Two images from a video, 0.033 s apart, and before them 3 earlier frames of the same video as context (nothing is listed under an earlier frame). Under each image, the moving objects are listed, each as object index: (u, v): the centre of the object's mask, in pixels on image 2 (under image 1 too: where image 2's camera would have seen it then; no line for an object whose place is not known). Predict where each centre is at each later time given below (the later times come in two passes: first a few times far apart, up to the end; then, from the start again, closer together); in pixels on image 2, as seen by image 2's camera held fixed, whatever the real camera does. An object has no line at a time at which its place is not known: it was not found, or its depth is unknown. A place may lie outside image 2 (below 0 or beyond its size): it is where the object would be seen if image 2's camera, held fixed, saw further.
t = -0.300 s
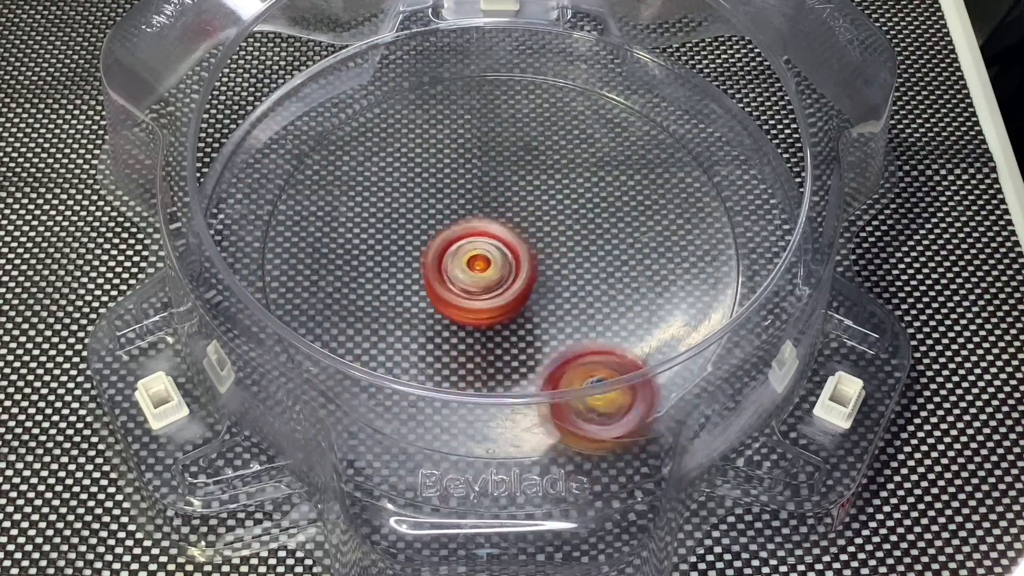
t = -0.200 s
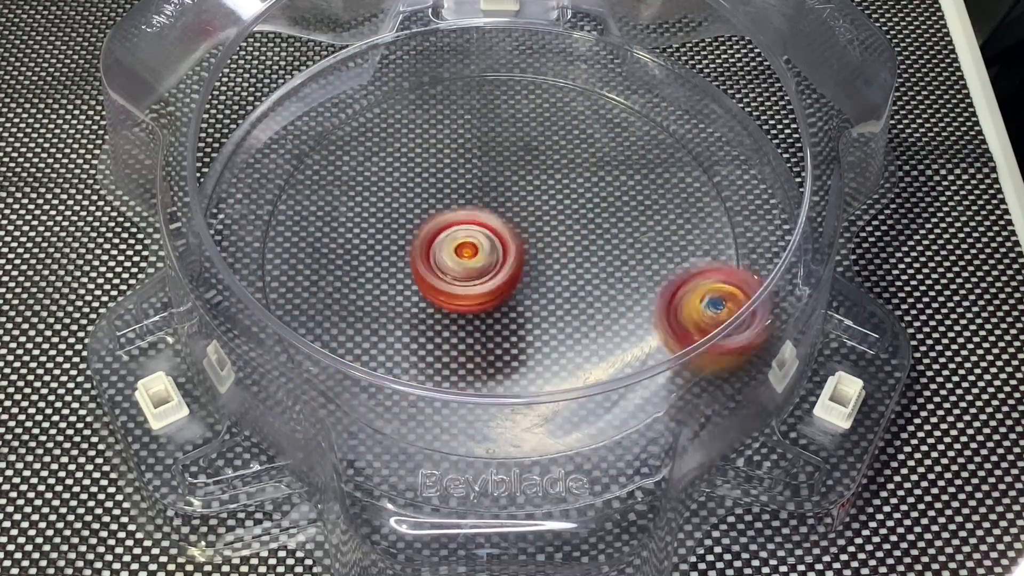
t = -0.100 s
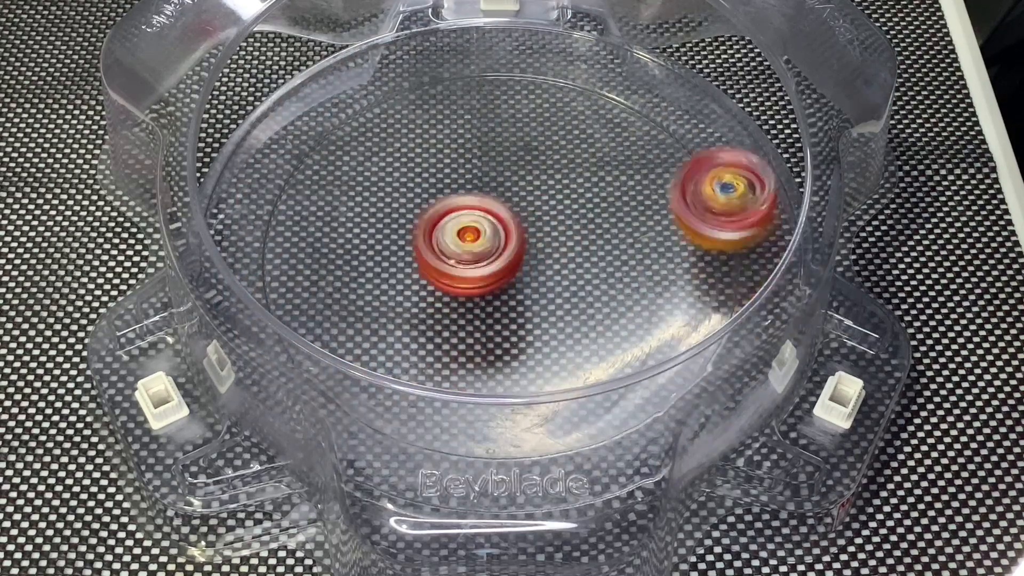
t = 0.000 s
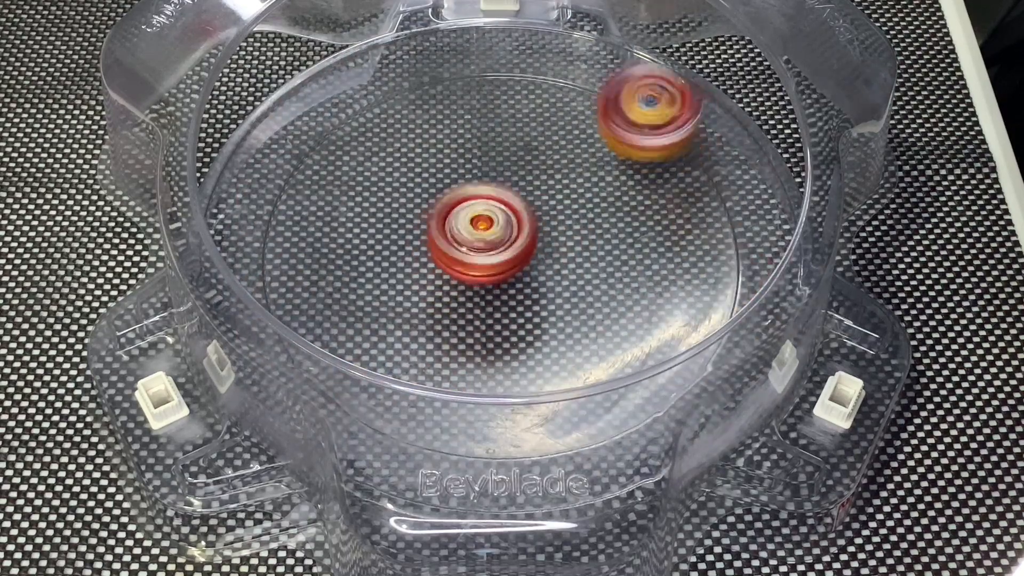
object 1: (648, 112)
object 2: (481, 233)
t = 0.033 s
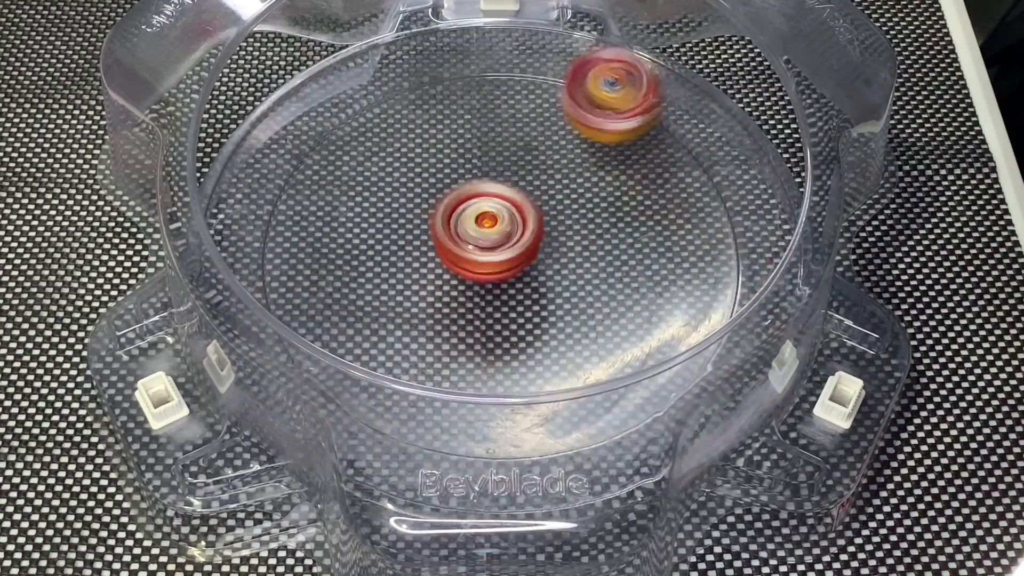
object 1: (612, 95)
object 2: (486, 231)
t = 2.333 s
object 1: (307, 252)
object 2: (499, 260)
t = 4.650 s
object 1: (482, 394)
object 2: (487, 256)
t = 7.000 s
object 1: (672, 306)
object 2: (491, 258)
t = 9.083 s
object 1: (604, 341)
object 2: (496, 260)
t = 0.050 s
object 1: (592, 89)
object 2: (490, 231)
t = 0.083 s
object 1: (550, 81)
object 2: (494, 229)
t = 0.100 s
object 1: (527, 79)
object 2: (497, 230)
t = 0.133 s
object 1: (484, 81)
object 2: (502, 230)
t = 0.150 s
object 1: (464, 84)
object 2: (505, 231)
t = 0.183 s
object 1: (423, 96)
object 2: (509, 232)
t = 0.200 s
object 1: (404, 105)
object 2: (512, 234)
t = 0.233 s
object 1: (368, 125)
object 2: (514, 236)
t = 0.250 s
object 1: (351, 137)
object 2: (515, 238)
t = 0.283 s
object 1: (322, 166)
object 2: (517, 240)
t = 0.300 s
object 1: (310, 182)
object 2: (517, 242)
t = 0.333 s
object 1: (293, 215)
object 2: (517, 245)
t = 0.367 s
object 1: (284, 252)
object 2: (516, 248)
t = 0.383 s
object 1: (287, 268)
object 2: (516, 250)
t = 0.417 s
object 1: (293, 304)
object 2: (513, 253)
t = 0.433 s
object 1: (298, 322)
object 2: (513, 254)
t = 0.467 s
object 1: (326, 353)
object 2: (509, 257)
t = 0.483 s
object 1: (346, 372)
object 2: (508, 258)
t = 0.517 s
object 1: (385, 401)
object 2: (504, 260)
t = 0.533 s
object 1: (407, 410)
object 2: (502, 261)
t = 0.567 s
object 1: (457, 421)
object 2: (498, 262)
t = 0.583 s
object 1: (482, 424)
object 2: (496, 262)
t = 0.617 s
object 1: (532, 421)
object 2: (491, 262)
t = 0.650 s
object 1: (577, 413)
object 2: (487, 261)
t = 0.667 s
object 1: (599, 401)
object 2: (485, 260)
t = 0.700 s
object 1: (636, 377)
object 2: (482, 259)
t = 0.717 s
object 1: (650, 362)
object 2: (481, 257)
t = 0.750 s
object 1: (675, 329)
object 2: (480, 255)
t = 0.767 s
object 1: (681, 310)
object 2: (480, 253)
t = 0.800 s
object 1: (692, 276)
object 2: (480, 251)
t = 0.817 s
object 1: (693, 257)
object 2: (481, 249)
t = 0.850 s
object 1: (688, 221)
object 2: (481, 246)
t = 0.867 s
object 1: (681, 204)
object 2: (482, 245)
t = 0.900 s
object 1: (662, 171)
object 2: (485, 243)
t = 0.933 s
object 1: (636, 143)
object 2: (487, 241)
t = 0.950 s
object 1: (621, 130)
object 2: (489, 240)
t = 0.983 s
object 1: (588, 109)
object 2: (490, 239)
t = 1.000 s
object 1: (569, 100)
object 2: (492, 238)
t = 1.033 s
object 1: (528, 87)
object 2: (494, 238)
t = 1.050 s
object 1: (508, 83)
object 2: (496, 237)
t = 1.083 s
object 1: (466, 79)
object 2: (498, 236)
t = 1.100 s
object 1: (446, 79)
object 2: (498, 236)
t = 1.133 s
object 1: (407, 86)
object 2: (502, 236)
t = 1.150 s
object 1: (387, 91)
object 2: (502, 236)
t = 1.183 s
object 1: (351, 107)
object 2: (505, 236)
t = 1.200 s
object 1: (335, 117)
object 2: (506, 237)
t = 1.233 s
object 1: (309, 139)
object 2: (508, 237)
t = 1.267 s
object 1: (289, 168)
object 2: (511, 238)
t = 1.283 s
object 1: (283, 185)
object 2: (512, 239)
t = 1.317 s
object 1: (274, 220)
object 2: (513, 240)
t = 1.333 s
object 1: (275, 238)
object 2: (515, 241)
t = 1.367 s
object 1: (286, 269)
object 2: (516, 242)
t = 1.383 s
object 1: (295, 282)
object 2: (518, 244)
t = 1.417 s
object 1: (312, 319)
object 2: (519, 246)
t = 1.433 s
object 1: (327, 335)
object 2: (519, 247)
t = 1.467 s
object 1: (360, 361)
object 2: (518, 250)
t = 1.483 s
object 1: (378, 371)
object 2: (518, 250)
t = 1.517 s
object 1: (422, 387)
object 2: (517, 253)
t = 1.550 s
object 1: (472, 393)
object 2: (515, 255)
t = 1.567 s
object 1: (496, 393)
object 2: (514, 255)
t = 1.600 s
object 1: (543, 389)
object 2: (510, 257)
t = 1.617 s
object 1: (566, 383)
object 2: (508, 258)
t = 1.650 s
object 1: (608, 365)
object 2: (506, 258)
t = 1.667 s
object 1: (627, 354)
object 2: (504, 259)
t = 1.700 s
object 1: (657, 320)
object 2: (501, 259)
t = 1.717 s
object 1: (672, 306)
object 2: (500, 259)
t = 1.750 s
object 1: (692, 277)
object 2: (498, 259)
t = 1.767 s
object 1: (698, 260)
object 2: (498, 259)
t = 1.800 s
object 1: (702, 224)
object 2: (496, 258)
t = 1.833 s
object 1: (696, 189)
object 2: (494, 257)
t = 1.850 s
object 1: (691, 172)
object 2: (494, 257)
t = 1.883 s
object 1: (674, 141)
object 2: (493, 256)
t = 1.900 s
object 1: (663, 128)
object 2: (493, 255)
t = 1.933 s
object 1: (636, 104)
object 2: (493, 255)
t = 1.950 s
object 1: (621, 93)
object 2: (492, 254)
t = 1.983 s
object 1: (587, 78)
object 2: (493, 253)
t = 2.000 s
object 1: (569, 72)
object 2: (493, 253)
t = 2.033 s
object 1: (530, 66)
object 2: (494, 253)
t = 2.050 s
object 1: (512, 65)
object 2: (495, 253)
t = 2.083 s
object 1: (474, 68)
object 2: (496, 254)
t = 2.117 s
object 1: (437, 75)
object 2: (497, 254)
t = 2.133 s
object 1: (419, 83)
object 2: (498, 255)
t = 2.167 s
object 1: (387, 101)
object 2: (499, 255)
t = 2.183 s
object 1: (373, 112)
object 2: (499, 255)
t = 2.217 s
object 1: (347, 138)
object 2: (501, 257)
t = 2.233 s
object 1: (335, 151)
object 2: (500, 258)
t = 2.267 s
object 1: (318, 183)
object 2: (500, 259)
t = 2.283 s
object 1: (312, 200)
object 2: (500, 259)
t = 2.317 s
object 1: (307, 234)
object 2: (500, 260)
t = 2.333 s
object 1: (307, 252)
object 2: (499, 260)
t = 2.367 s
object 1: (316, 285)
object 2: (498, 260)
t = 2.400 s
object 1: (337, 312)
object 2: (498, 260)
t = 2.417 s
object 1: (343, 333)
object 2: (497, 259)
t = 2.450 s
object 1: (371, 363)
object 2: (496, 259)
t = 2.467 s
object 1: (387, 375)
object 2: (495, 259)
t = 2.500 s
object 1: (426, 397)
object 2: (495, 257)
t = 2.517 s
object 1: (447, 404)
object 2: (495, 257)
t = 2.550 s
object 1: (492, 416)
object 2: (495, 257)
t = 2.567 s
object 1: (516, 417)
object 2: (496, 256)
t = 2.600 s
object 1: (563, 414)
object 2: (496, 256)
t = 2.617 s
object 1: (586, 410)
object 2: (497, 255)
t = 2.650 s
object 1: (627, 397)
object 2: (498, 255)
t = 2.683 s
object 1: (662, 373)
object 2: (499, 256)
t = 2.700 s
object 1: (677, 357)
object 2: (498, 256)
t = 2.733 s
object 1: (700, 326)
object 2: (499, 256)
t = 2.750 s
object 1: (707, 310)
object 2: (500, 257)
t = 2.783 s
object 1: (713, 274)
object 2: (501, 258)
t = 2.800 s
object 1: (716, 260)
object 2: (501, 258)
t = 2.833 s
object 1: (713, 228)
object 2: (501, 259)
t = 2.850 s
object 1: (708, 213)
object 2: (500, 259)
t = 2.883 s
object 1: (691, 184)
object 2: (499, 259)
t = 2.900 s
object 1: (680, 171)
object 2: (499, 260)
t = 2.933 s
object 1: (655, 147)
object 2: (499, 260)
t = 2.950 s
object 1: (641, 136)
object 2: (498, 260)
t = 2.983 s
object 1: (608, 118)
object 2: (497, 260)
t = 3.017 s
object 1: (573, 104)
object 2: (495, 260)
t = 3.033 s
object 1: (555, 100)
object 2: (494, 259)
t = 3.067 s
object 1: (517, 93)
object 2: (493, 258)
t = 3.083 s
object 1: (498, 93)
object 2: (492, 258)
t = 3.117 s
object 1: (460, 94)
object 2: (491, 257)
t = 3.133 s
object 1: (440, 97)
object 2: (492, 256)
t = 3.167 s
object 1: (403, 106)
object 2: (490, 255)
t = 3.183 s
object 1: (386, 112)
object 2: (490, 254)
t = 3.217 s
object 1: (353, 129)
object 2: (490, 252)
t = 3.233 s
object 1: (338, 139)
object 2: (491, 252)
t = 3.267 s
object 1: (312, 163)
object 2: (492, 251)
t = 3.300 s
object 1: (292, 189)
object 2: (494, 251)
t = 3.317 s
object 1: (284, 204)
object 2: (495, 251)
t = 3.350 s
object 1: (275, 236)
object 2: (497, 252)
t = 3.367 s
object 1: (276, 250)
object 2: (497, 252)
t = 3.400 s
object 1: (280, 283)
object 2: (498, 253)
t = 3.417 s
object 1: (285, 300)
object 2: (499, 254)
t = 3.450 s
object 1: (306, 331)
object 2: (501, 255)
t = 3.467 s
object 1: (320, 347)
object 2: (501, 255)
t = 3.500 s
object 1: (351, 374)
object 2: (502, 257)
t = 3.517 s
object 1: (371, 384)
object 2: (501, 258)
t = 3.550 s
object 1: (407, 401)
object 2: (501, 260)
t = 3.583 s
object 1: (452, 409)
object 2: (500, 261)
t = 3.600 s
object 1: (473, 408)
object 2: (500, 261)
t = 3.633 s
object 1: (518, 404)
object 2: (498, 262)
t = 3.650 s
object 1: (540, 404)
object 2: (497, 261)
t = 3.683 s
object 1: (580, 385)
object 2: (495, 262)
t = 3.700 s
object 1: (598, 377)
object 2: (494, 262)
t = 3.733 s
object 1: (629, 353)
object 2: (492, 262)
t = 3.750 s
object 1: (643, 339)
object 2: (491, 261)
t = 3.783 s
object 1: (663, 308)
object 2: (489, 260)
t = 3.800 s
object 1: (673, 295)
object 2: (488, 260)
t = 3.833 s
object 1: (684, 264)
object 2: (486, 258)
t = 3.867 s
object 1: (686, 233)
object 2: (485, 256)
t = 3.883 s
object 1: (684, 216)
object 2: (486, 255)
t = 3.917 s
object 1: (675, 187)
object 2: (486, 254)
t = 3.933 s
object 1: (669, 171)
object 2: (486, 253)
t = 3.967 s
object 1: (652, 145)
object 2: (488, 251)
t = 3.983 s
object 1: (641, 133)
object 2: (489, 251)
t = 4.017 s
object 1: (616, 110)
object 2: (491, 249)
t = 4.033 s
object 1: (602, 100)
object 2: (491, 249)
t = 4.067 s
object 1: (570, 83)
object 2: (494, 248)
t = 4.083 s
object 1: (553, 77)
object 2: (495, 249)
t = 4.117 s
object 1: (518, 70)
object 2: (497, 249)
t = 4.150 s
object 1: (480, 69)
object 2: (499, 250)
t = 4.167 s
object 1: (462, 70)
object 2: (500, 250)
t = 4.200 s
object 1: (430, 78)
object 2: (501, 252)
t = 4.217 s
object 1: (413, 83)
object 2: (501, 253)
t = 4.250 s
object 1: (382, 99)
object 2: (502, 254)
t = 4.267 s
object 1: (369, 109)
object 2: (502, 255)
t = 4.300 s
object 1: (346, 131)
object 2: (502, 257)
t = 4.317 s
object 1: (335, 145)
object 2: (502, 258)
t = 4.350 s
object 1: (318, 173)
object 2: (502, 259)
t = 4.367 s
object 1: (313, 187)
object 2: (501, 260)
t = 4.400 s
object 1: (308, 218)
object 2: (500, 261)
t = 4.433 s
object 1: (310, 251)
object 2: (499, 262)
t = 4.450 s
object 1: (314, 267)
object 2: (497, 262)
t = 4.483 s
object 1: (328, 297)
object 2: (494, 263)
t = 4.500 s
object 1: (340, 309)
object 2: (494, 263)
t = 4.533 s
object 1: (366, 328)
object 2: (492, 262)
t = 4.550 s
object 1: (375, 347)
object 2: (489, 261)
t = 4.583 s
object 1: (407, 368)
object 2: (488, 259)
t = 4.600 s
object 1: (424, 375)
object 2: (488, 259)
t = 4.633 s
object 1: (461, 388)
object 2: (488, 257)
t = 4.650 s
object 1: (482, 394)
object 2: (487, 256)
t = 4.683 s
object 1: (524, 393)
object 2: (487, 254)
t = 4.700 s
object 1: (543, 393)
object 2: (488, 253)
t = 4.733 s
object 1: (585, 388)
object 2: (490, 251)
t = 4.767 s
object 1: (622, 373)
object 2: (492, 250)
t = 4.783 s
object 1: (638, 364)
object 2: (492, 249)
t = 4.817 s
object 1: (667, 340)
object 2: (494, 249)
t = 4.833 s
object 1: (679, 327)
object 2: (496, 249)
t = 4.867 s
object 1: (695, 293)
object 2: (498, 249)
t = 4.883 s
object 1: (701, 281)
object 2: (498, 249)
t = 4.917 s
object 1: (708, 255)
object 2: (500, 249)
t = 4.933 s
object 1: (708, 240)
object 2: (501, 250)
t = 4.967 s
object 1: (701, 212)
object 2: (503, 251)
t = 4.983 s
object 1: (695, 198)
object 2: (503, 251)
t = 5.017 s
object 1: (677, 171)
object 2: (504, 253)
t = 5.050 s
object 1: (653, 149)
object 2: (505, 255)
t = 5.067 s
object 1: (638, 139)
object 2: (506, 255)
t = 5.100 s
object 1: (610, 124)
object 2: (506, 257)
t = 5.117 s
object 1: (594, 117)
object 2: (506, 258)
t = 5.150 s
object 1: (559, 107)
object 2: (505, 260)
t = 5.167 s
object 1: (544, 104)
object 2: (505, 260)
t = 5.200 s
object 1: (507, 101)
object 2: (504, 261)
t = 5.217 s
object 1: (489, 102)
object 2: (504, 263)
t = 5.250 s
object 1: (457, 107)
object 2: (502, 264)
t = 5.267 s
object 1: (440, 110)
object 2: (501, 264)
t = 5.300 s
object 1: (408, 120)
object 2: (499, 265)
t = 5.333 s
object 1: (380, 135)
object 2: (497, 265)
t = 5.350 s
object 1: (366, 144)
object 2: (497, 265)
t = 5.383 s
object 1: (343, 164)
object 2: (495, 264)
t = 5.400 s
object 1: (332, 174)
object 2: (494, 264)
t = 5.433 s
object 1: (314, 199)
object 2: (493, 262)
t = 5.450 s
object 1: (307, 214)
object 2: (492, 260)
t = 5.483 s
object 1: (300, 241)
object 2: (492, 258)
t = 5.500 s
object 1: (299, 256)
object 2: (492, 258)
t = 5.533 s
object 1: (305, 283)
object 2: (492, 256)
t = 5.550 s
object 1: (313, 296)
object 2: (491, 254)
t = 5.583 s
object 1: (324, 328)
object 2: (491, 253)
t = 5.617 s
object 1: (346, 352)
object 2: (493, 252)
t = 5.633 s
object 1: (362, 364)
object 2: (494, 252)
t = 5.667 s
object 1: (395, 379)
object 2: (495, 251)
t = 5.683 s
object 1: (408, 393)
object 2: (495, 251)
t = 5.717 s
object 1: (451, 400)
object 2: (497, 251)
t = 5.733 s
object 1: (470, 403)
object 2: (498, 251)
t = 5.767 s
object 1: (511, 395)
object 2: (499, 252)
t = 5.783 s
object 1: (532, 394)
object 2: (500, 252)
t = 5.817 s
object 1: (569, 383)
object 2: (501, 254)
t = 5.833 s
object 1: (586, 374)
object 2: (501, 254)
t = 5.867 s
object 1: (617, 352)
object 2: (502, 255)
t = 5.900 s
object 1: (639, 324)
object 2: (503, 256)
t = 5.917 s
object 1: (649, 315)
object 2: (504, 257)
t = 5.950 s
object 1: (665, 289)
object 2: (504, 258)
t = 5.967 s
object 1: (668, 273)
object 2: (504, 259)
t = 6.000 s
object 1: (671, 243)
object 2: (503, 260)
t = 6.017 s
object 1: (671, 228)
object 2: (503, 260)
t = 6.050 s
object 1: (664, 202)
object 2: (501, 261)
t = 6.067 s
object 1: (659, 188)
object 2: (500, 261)
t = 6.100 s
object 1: (644, 162)
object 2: (499, 262)
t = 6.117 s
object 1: (634, 151)
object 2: (498, 262)
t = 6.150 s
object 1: (613, 131)
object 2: (496, 262)
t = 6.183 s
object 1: (588, 112)
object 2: (495, 262)
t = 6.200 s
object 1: (574, 104)
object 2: (493, 261)
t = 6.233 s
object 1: (543, 93)
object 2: (491, 259)
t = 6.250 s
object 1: (528, 90)
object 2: (491, 259)
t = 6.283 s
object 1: (496, 86)
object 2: (491, 257)
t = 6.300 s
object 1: (481, 85)
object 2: (490, 257)
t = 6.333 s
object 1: (447, 89)
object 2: (490, 255)
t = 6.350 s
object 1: (431, 93)
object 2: (490, 253)
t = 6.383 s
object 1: (402, 105)
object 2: (490, 252)
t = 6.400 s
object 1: (388, 112)
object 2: (490, 252)
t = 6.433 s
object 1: (363, 131)
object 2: (493, 251)
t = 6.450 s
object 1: (353, 142)
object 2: (493, 251)
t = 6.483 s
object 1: (336, 166)
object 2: (495, 251)
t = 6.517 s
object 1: (324, 194)
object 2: (496, 251)
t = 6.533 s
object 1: (321, 209)
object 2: (496, 252)
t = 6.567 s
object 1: (321, 236)
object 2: (498, 252)
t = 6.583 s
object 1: (323, 251)
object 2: (499, 253)
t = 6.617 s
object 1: (332, 281)
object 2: (501, 254)
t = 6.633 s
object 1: (340, 296)
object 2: (501, 255)
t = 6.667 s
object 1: (363, 317)
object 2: (502, 256)
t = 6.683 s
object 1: (373, 325)
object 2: (501, 256)
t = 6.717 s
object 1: (402, 343)
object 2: (501, 258)
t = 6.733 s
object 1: (416, 359)
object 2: (502, 258)
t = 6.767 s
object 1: (451, 371)
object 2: (502, 259)
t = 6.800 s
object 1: (485, 379)
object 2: (500, 260)
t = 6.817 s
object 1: (506, 382)
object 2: (500, 261)
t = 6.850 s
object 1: (543, 380)
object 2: (498, 261)
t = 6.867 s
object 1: (562, 377)
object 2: (497, 262)
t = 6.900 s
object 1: (596, 366)
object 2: (496, 262)
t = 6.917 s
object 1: (613, 360)
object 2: (494, 261)
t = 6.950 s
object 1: (641, 341)
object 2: (491, 260)
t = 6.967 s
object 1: (649, 323)
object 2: (492, 260)
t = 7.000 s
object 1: (672, 306)
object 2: (491, 258)
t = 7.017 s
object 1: (680, 294)
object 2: (490, 257)
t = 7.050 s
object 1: (688, 268)
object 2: (490, 255)
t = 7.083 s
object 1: (689, 241)
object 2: (490, 254)
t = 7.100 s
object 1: (687, 228)
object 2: (491, 253)
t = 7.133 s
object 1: (677, 201)
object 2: (492, 252)
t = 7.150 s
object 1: (670, 189)
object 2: (492, 251)
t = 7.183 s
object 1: (651, 168)
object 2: (493, 251)
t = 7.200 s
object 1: (639, 157)
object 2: (495, 251)
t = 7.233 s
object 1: (612, 139)
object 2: (497, 251)
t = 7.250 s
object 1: (597, 133)
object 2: (497, 251)
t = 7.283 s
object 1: (568, 123)
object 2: (499, 252)
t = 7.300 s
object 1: (551, 118)
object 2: (499, 253)
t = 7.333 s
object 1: (517, 115)
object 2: (501, 254)
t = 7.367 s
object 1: (485, 116)
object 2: (502, 255)
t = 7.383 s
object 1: (468, 117)
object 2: (502, 255)
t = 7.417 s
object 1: (437, 124)
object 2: (503, 257)
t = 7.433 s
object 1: (422, 130)
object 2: (504, 257)
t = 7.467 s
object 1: (394, 143)
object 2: (503, 259)
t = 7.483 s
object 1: (381, 152)
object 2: (504, 260)
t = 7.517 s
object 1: (357, 170)
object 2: (503, 261)
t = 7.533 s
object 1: (348, 180)
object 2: (502, 262)
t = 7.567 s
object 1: (331, 205)
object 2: (500, 262)
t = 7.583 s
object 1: (324, 218)
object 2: (499, 263)
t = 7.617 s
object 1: (318, 242)
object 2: (498, 262)
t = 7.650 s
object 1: (317, 271)
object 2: (496, 262)
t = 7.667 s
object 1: (319, 285)
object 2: (494, 261)
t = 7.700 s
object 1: (334, 305)
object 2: (493, 261)
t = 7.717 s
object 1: (338, 320)
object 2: (493, 259)
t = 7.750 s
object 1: (360, 342)
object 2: (491, 258)
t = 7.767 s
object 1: (372, 352)
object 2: (491, 257)
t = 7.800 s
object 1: (399, 368)
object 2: (492, 255)
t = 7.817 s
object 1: (416, 377)
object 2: (492, 255)
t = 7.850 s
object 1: (451, 385)
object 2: (492, 254)
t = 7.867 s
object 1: (470, 386)
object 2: (492, 253)
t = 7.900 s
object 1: (506, 387)
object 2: (494, 252)
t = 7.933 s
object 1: (539, 379)
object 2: (495, 252)
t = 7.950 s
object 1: (556, 372)
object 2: (496, 252)
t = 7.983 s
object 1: (585, 349)
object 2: (498, 252)
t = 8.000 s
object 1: (599, 342)
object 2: (498, 252)
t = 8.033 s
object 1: (622, 326)
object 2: (499, 253)
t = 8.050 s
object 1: (633, 318)
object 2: (501, 253)
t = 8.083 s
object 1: (648, 293)
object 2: (501, 254)
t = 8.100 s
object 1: (652, 280)
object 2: (502, 255)
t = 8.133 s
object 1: (657, 255)
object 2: (503, 256)
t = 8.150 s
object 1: (657, 241)
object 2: (504, 257)
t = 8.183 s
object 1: (652, 215)
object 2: (504, 258)
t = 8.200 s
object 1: (648, 202)
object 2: (503, 259)
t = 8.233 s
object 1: (638, 178)
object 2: (504, 260)
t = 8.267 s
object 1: (620, 156)
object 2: (502, 262)
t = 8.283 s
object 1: (611, 147)
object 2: (501, 262)
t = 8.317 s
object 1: (588, 129)
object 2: (501, 263)
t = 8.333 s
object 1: (575, 121)
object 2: (499, 264)
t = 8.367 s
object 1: (548, 109)
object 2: (498, 265)
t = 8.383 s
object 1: (533, 105)
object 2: (498, 264)
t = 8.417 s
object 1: (503, 99)
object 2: (495, 263)
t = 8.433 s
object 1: (488, 99)
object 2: (495, 263)
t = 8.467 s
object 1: (459, 101)
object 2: (494, 261)
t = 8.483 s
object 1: (443, 104)
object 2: (493, 261)
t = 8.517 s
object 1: (416, 113)
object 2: (493, 259)
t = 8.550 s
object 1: (392, 127)
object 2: (492, 257)
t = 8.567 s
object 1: (380, 135)
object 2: (493, 256)
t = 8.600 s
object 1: (362, 154)
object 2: (495, 255)
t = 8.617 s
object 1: (353, 166)
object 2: (496, 255)
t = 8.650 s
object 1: (343, 187)
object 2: (497, 254)
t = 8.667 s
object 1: (337, 200)
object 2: (498, 254)
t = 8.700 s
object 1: (333, 228)
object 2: (499, 254)
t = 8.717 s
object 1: (335, 240)
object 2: (499, 254)
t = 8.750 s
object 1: (339, 267)
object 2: (502, 254)
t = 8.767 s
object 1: (345, 280)
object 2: (502, 255)
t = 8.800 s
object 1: (359, 303)
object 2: (503, 256)
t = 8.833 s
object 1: (380, 325)
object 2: (505, 257)
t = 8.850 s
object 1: (393, 331)
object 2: (504, 258)
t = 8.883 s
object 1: (419, 344)
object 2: (505, 259)
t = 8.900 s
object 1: (434, 350)
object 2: (504, 259)
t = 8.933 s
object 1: (465, 365)
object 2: (504, 261)
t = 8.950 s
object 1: (479, 368)
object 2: (504, 261)
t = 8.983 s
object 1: (513, 371)
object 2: (500, 262)
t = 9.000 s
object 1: (531, 371)
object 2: (500, 262)
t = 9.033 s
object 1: (561, 366)
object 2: (498, 262)
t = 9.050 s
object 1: (579, 362)
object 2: (497, 262)
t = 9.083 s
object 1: (604, 341)
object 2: (496, 260)
